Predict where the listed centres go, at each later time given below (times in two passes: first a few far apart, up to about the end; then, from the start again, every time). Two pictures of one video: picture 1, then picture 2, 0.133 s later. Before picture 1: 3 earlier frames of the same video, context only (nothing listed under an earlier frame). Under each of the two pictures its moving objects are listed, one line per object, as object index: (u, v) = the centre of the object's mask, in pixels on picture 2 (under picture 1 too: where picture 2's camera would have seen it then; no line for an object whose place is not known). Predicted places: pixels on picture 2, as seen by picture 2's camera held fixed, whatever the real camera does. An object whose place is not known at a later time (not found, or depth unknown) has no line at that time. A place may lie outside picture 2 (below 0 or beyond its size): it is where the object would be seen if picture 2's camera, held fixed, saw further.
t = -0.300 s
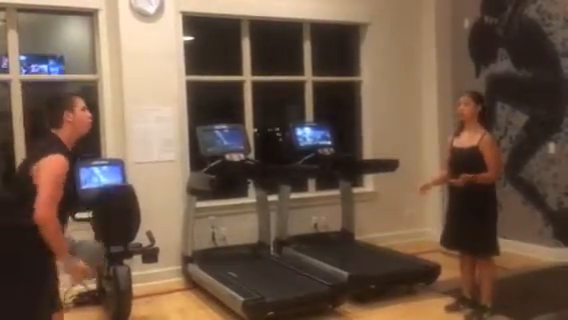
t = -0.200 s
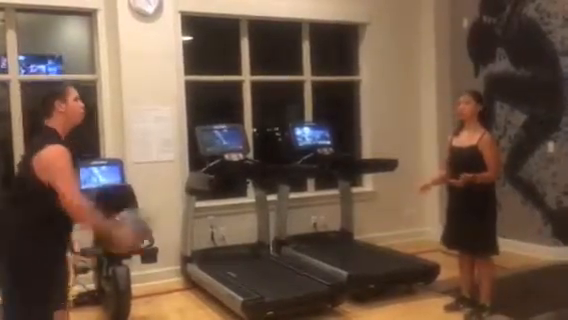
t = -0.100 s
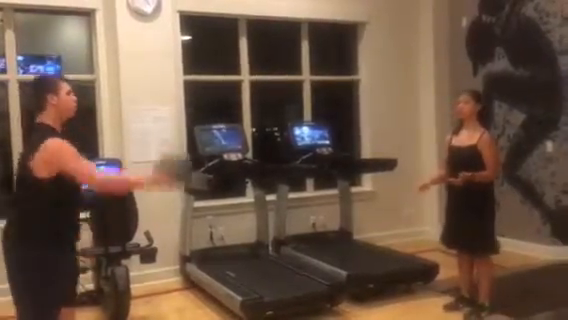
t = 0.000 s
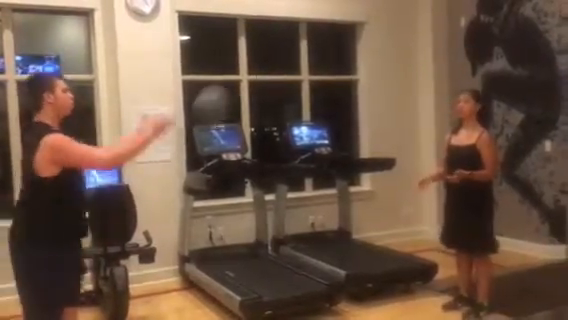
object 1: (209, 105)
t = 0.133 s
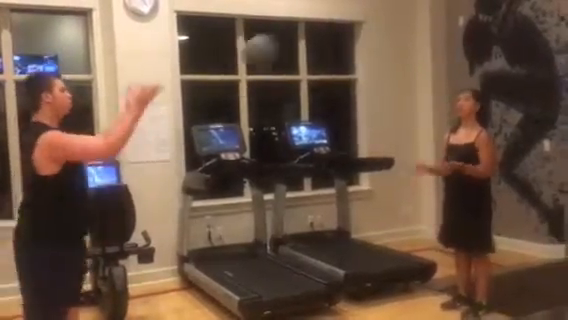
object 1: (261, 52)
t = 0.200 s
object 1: (282, 39)
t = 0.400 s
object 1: (353, 33)
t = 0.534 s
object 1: (396, 63)
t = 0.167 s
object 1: (271, 46)
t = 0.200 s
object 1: (282, 39)
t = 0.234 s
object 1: (293, 34)
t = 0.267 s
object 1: (306, 30)
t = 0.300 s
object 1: (319, 30)
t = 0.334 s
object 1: (330, 30)
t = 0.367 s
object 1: (341, 30)
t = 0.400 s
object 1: (353, 33)
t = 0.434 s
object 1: (365, 38)
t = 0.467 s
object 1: (375, 46)
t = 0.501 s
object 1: (387, 54)
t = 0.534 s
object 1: (396, 63)
